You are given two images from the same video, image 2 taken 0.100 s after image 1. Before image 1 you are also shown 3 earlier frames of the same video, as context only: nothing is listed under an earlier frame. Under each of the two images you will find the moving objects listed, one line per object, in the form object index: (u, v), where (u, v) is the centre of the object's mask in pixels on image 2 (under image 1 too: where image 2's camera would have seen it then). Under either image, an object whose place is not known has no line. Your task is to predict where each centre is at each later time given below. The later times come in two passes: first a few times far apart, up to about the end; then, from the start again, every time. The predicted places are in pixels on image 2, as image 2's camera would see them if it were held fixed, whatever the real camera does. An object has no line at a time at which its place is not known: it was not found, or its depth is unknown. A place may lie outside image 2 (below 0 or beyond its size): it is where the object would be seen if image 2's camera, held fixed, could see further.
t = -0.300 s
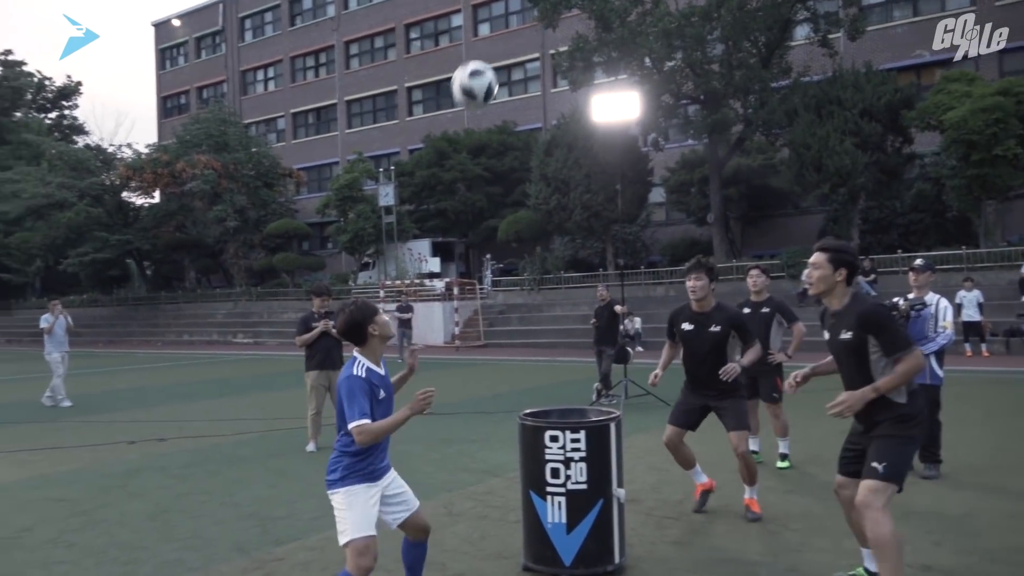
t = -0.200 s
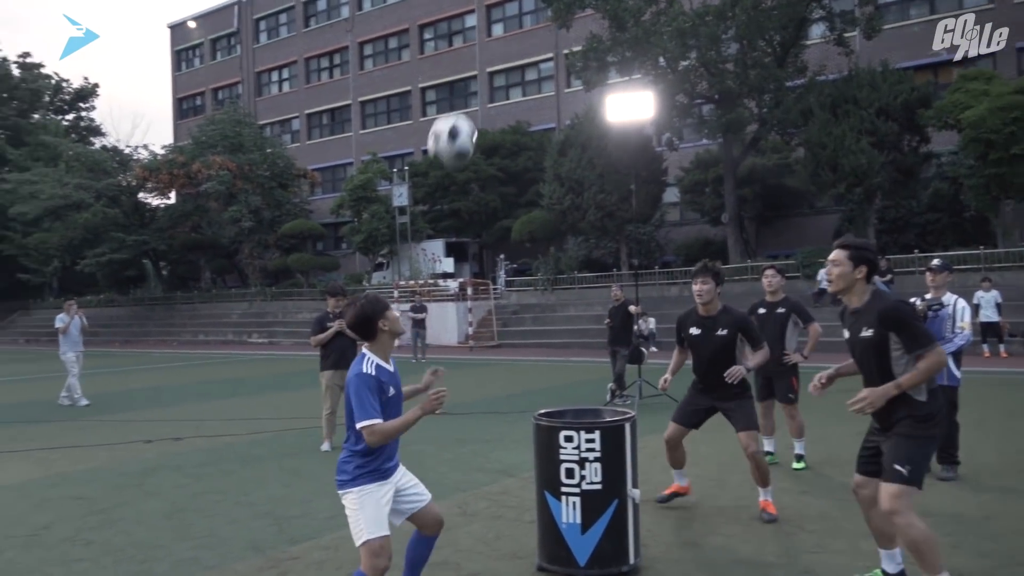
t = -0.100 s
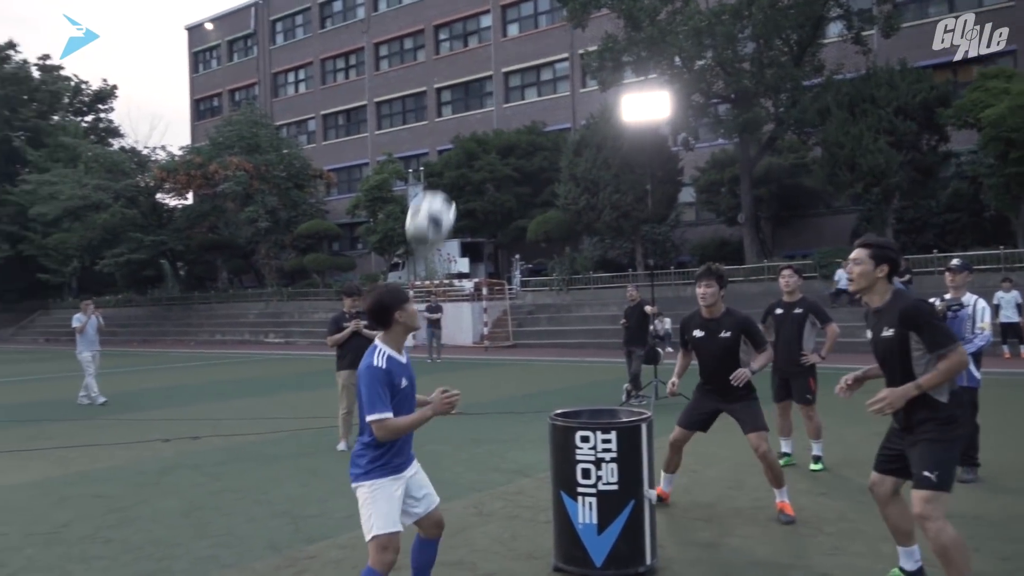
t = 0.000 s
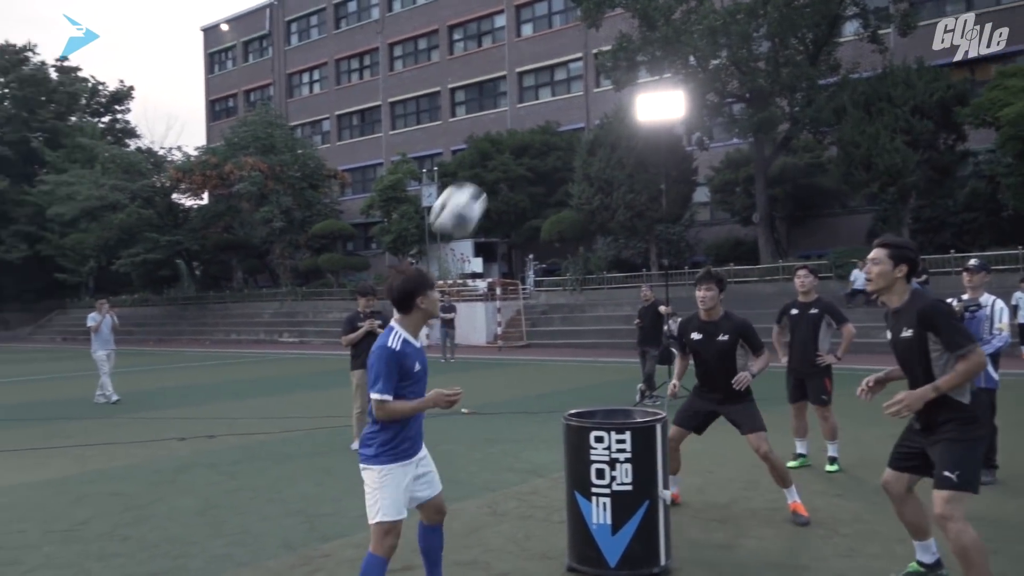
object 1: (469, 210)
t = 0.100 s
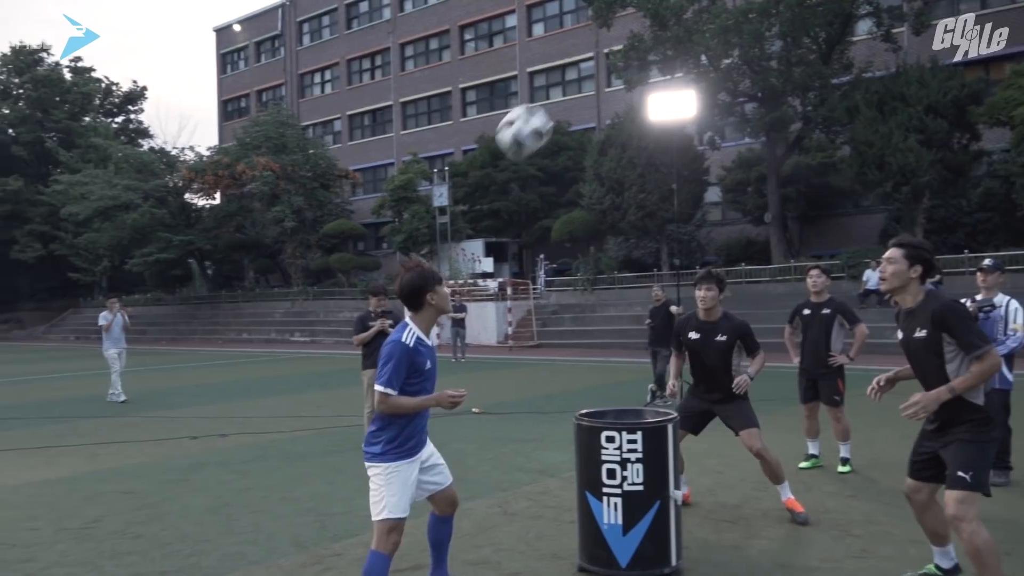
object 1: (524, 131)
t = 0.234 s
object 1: (594, 61)
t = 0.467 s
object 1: (714, 29)
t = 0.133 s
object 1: (541, 109)
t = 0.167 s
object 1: (560, 90)
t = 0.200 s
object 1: (577, 74)
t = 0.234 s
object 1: (594, 61)
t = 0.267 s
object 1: (612, 49)
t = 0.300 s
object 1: (629, 41)
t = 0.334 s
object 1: (647, 33)
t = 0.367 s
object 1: (664, 28)
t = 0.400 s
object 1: (681, 26)
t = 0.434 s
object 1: (697, 26)
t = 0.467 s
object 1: (714, 29)
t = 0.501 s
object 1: (731, 33)
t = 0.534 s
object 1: (747, 40)
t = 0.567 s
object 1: (764, 48)
